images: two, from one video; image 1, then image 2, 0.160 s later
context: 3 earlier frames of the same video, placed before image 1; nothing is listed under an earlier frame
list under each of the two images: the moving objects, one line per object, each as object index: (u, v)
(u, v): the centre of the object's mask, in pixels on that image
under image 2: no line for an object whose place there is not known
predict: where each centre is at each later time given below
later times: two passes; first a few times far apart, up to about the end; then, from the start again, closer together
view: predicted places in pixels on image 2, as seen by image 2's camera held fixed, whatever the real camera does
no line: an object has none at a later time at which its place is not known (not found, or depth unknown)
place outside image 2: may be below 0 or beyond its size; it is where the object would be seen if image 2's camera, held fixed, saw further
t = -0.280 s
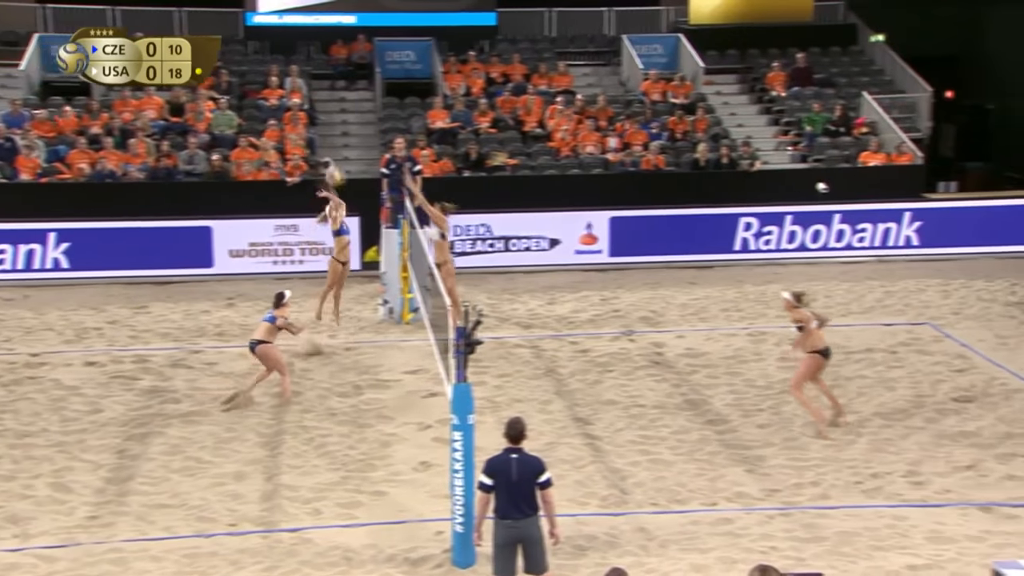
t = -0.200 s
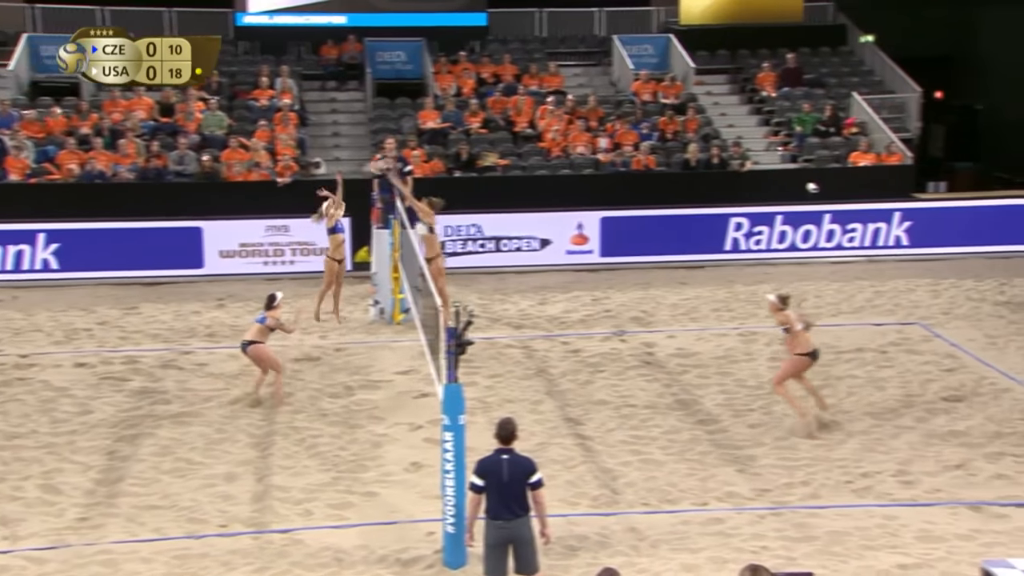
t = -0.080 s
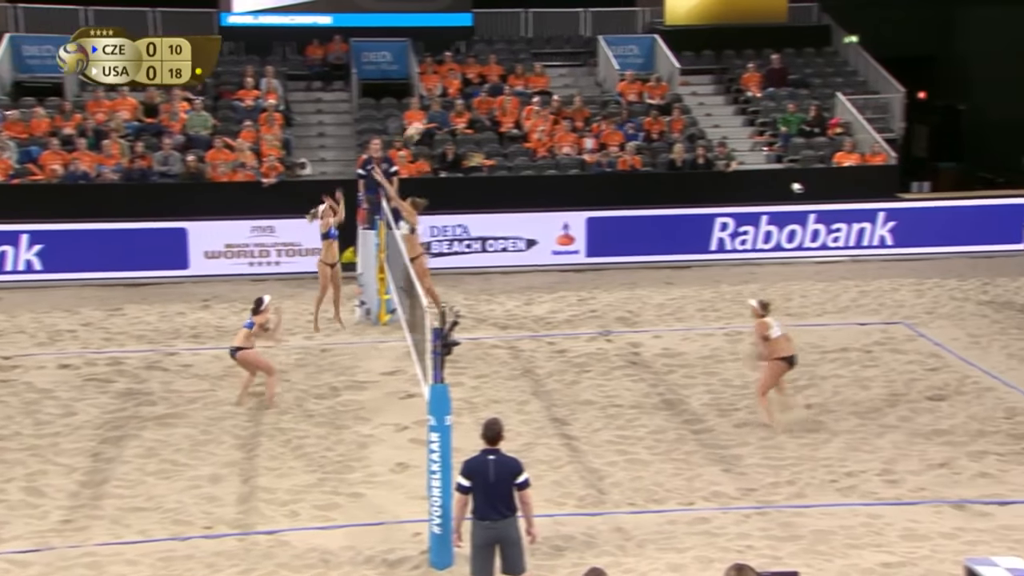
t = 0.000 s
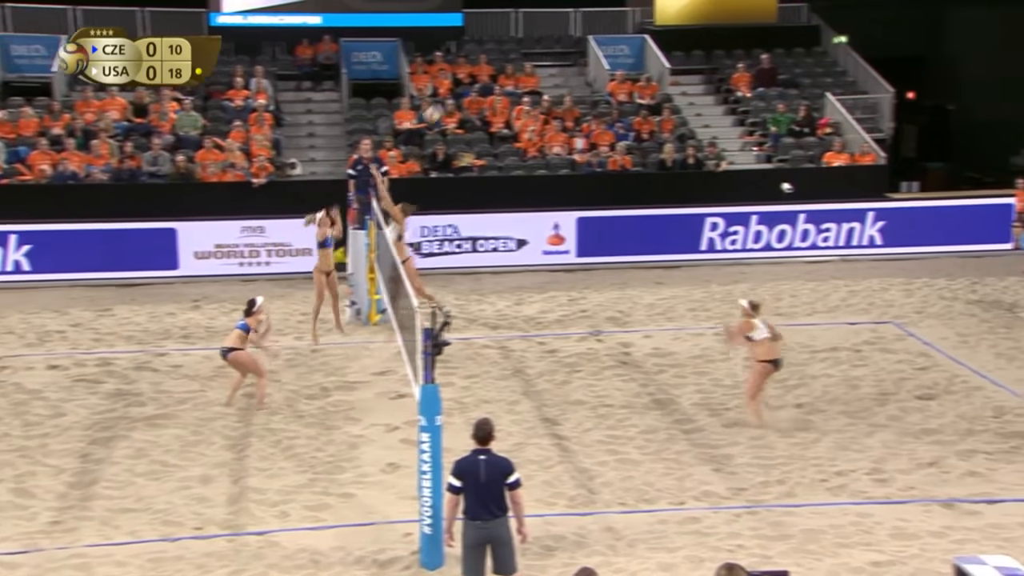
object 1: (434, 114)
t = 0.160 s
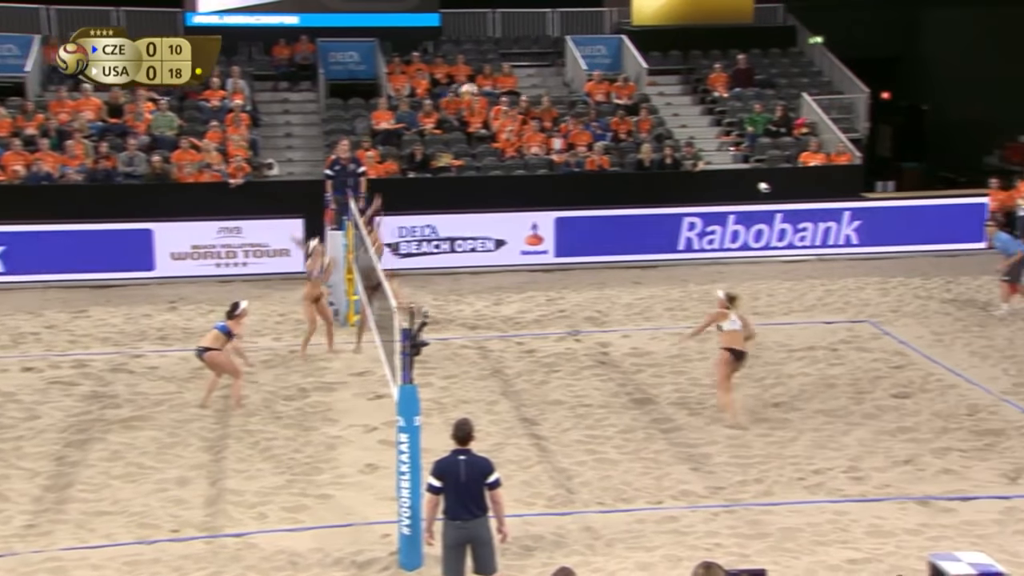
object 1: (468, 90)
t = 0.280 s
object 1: (507, 86)
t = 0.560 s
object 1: (596, 112)
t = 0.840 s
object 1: (677, 189)
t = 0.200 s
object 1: (481, 88)
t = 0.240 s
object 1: (495, 86)
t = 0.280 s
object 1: (507, 86)
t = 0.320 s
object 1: (521, 86)
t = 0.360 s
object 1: (534, 88)
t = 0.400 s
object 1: (546, 90)
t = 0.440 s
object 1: (559, 94)
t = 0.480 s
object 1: (572, 100)
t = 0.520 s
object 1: (584, 106)
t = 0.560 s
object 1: (596, 112)
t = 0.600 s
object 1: (609, 121)
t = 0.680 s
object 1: (633, 140)
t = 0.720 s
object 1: (643, 152)
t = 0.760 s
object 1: (655, 162)
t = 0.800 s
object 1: (667, 176)
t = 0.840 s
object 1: (677, 189)
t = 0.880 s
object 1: (686, 202)
